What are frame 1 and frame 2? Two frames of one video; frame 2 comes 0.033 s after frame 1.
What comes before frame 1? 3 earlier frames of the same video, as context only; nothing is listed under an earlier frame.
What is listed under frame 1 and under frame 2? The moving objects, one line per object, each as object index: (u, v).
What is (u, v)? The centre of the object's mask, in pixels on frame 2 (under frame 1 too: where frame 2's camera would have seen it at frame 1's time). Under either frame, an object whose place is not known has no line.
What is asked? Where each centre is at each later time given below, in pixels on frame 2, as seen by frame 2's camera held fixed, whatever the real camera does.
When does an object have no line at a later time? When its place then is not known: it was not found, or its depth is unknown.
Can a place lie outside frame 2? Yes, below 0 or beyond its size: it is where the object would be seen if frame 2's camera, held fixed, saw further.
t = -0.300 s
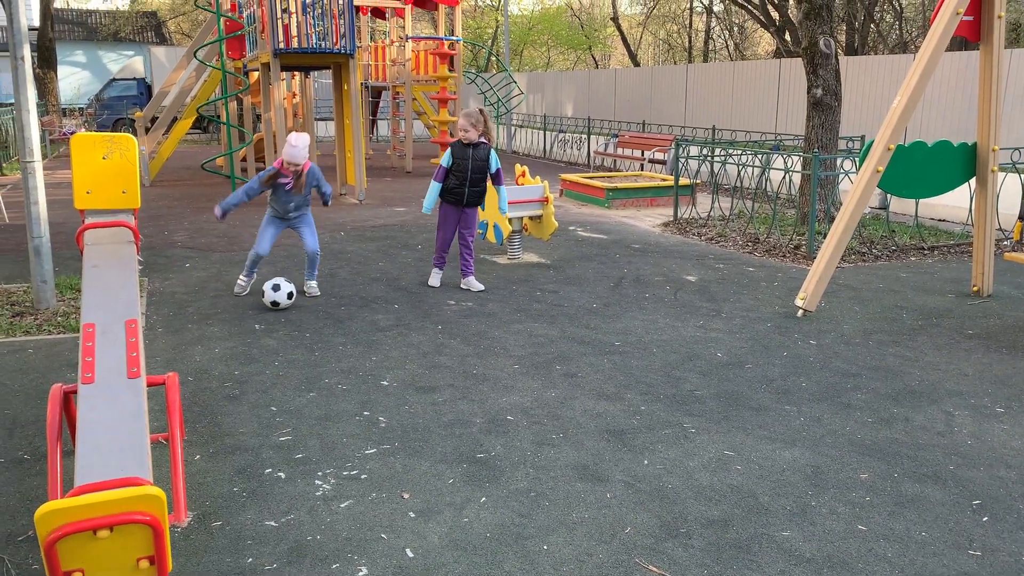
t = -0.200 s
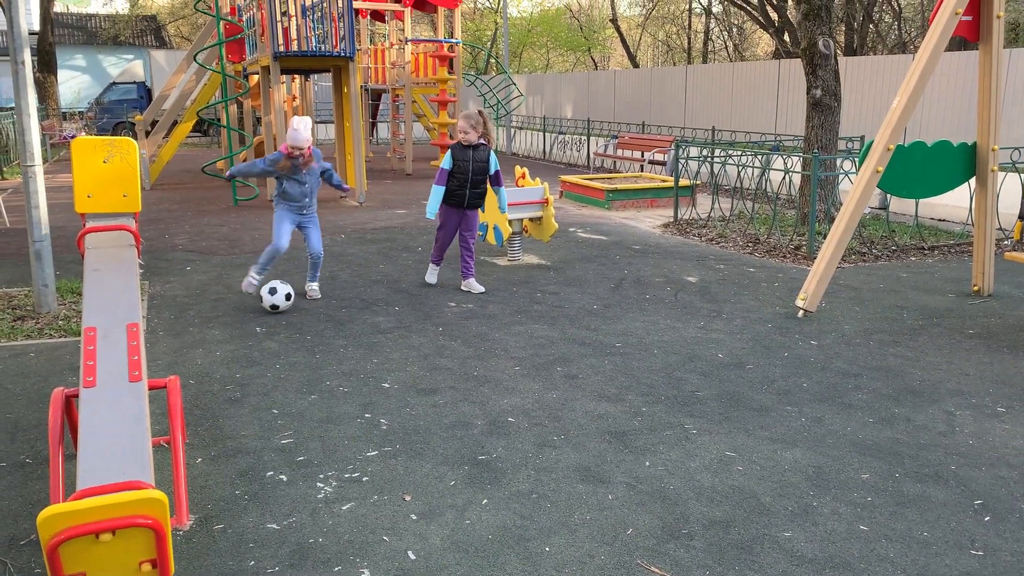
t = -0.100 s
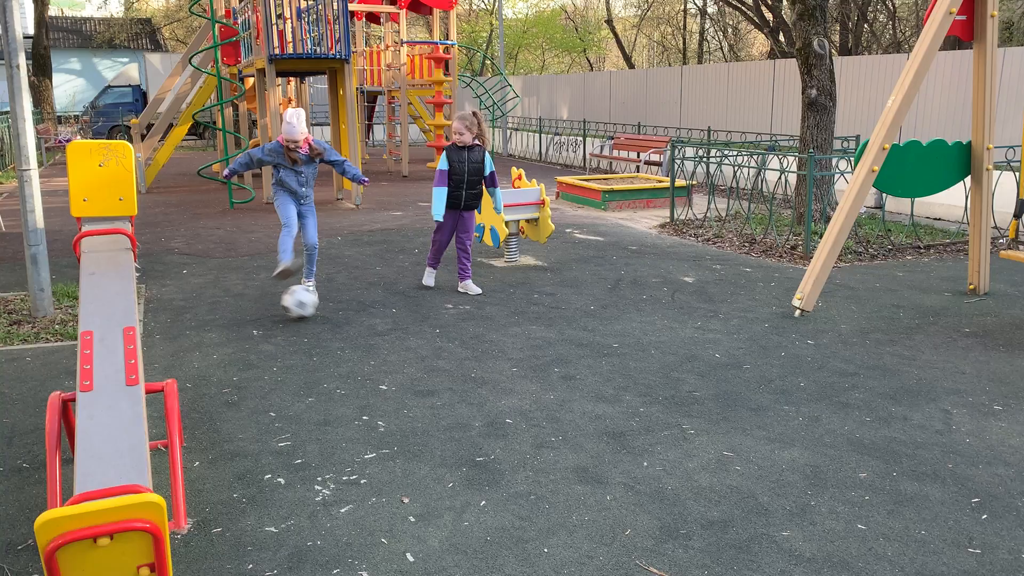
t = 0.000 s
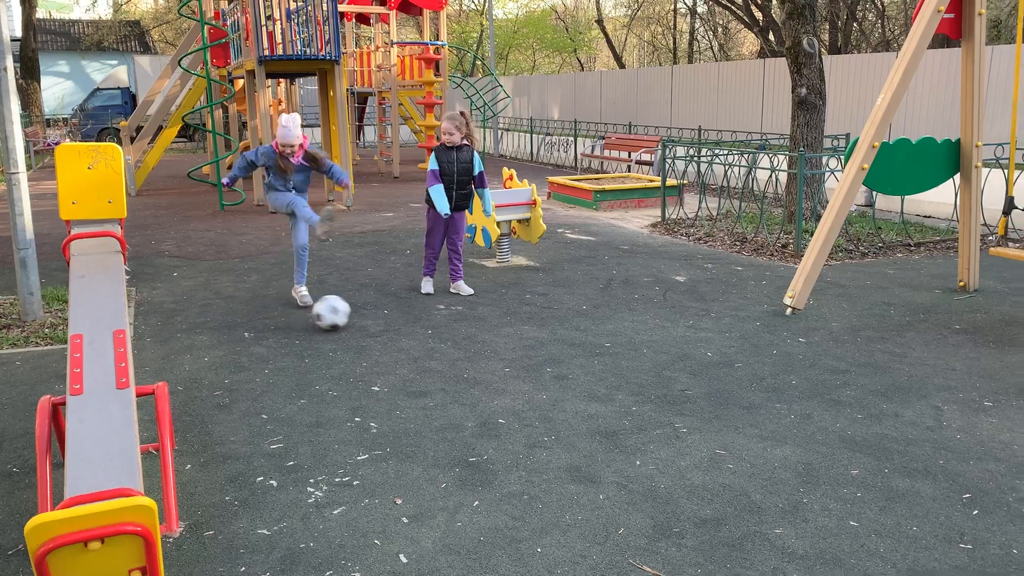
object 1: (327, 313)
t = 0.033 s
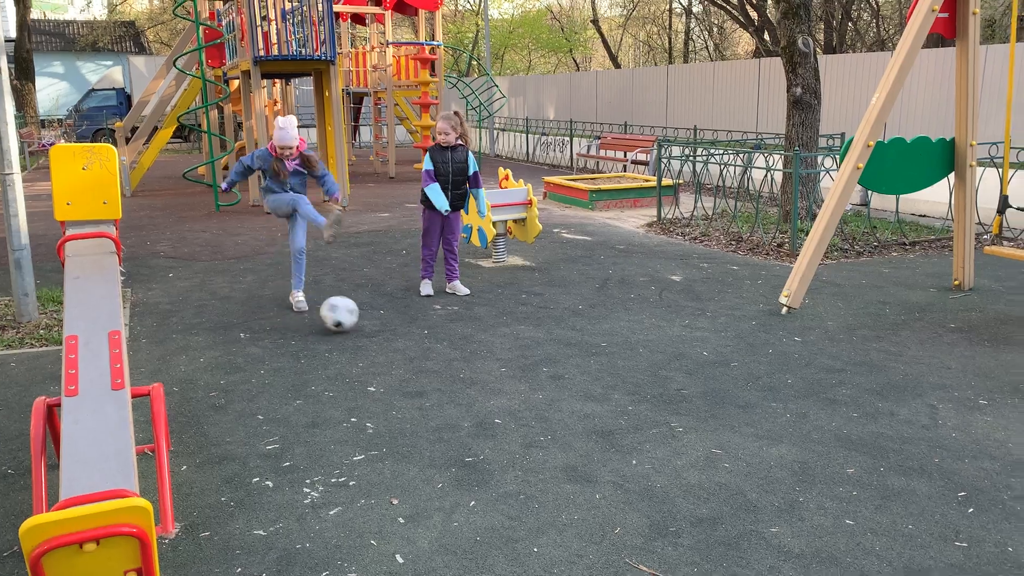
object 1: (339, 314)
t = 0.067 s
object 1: (351, 316)
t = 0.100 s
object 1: (363, 320)
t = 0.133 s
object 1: (377, 324)
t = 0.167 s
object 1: (391, 326)
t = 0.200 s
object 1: (404, 329)
